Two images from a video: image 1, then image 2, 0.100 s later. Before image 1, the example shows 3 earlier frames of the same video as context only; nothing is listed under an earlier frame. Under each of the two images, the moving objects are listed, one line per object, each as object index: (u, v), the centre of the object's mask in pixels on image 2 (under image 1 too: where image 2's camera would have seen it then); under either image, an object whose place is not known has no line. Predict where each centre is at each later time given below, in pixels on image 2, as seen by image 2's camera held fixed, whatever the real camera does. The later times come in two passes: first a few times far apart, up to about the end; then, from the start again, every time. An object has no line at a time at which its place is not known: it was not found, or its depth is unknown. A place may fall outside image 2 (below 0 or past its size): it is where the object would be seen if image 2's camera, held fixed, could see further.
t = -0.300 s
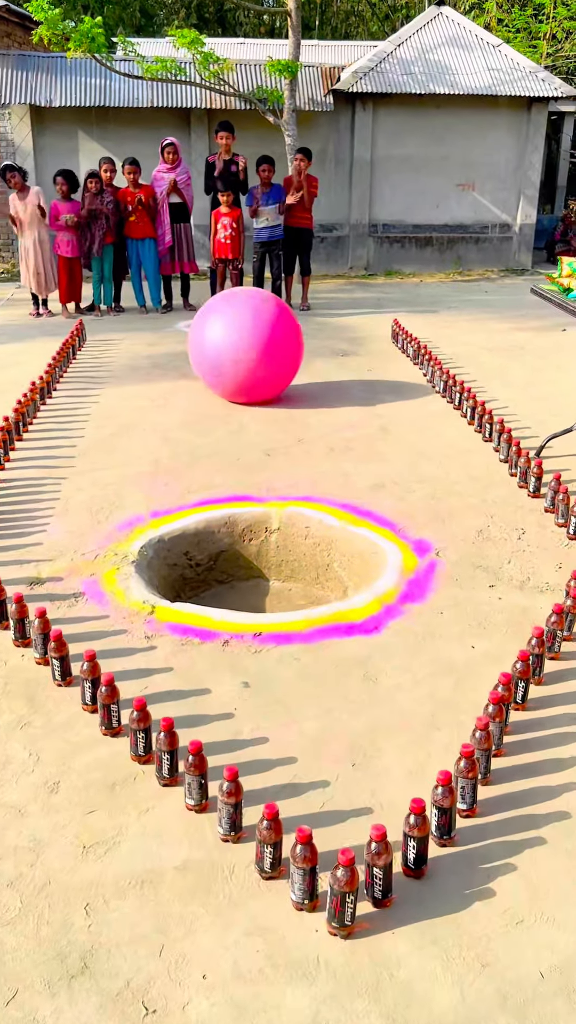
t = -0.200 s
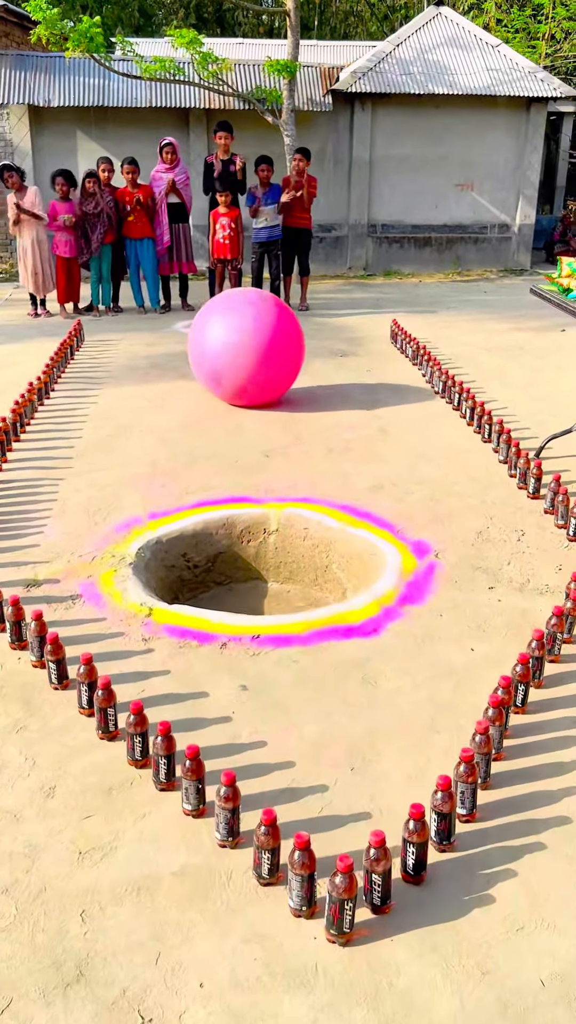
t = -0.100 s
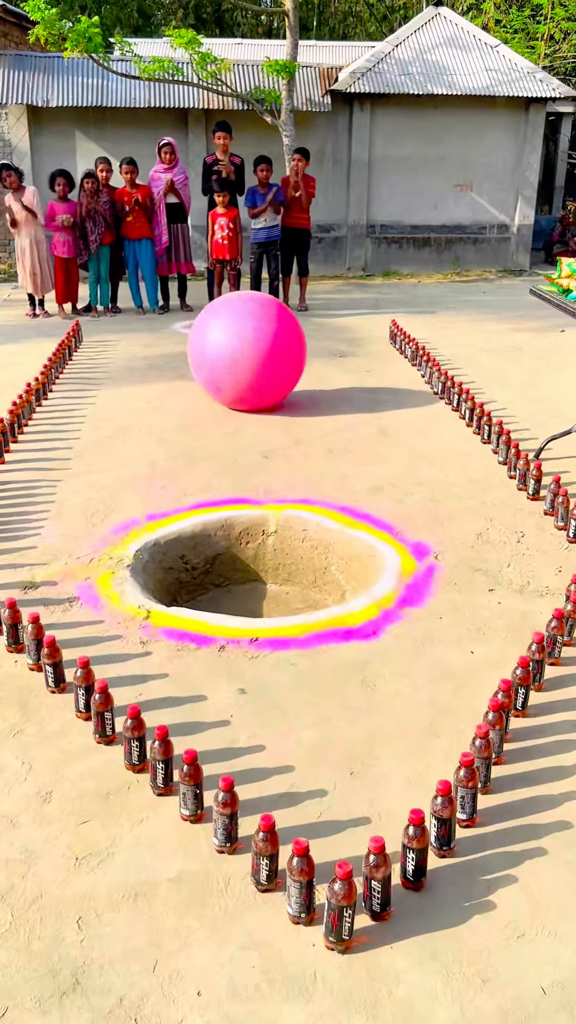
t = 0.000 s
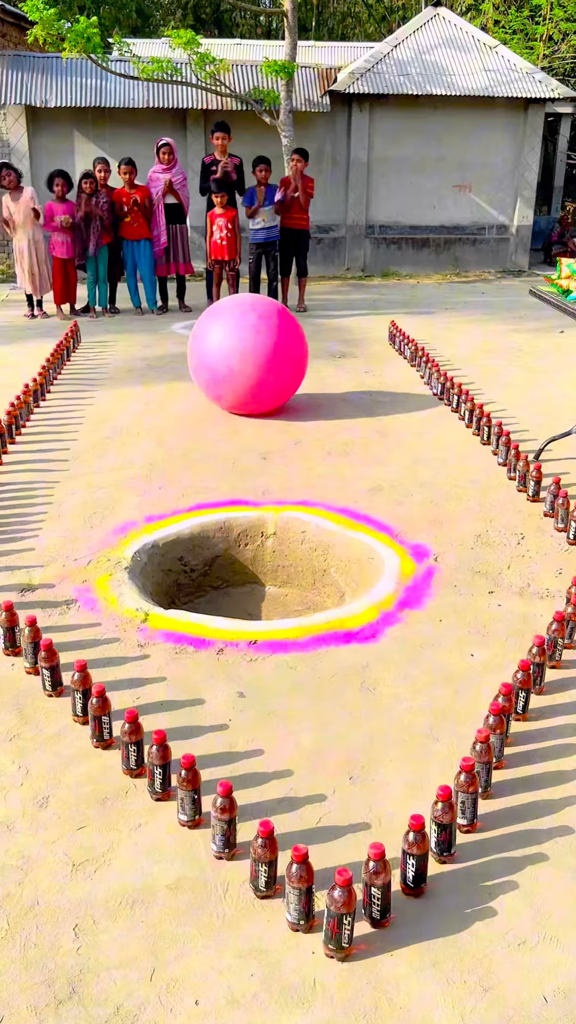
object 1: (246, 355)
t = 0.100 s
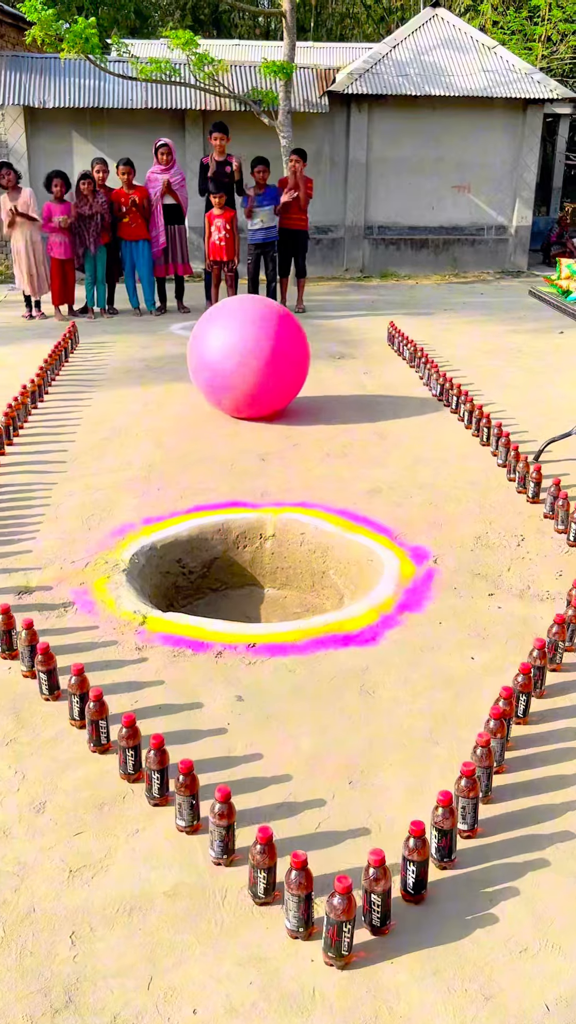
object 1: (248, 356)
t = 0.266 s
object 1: (252, 361)
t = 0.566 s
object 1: (258, 370)
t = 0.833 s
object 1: (266, 378)
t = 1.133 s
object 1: (275, 388)
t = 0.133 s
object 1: (249, 357)
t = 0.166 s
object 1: (250, 359)
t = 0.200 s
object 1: (251, 360)
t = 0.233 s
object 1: (251, 361)
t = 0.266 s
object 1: (252, 361)
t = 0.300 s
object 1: (252, 362)
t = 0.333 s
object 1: (253, 362)
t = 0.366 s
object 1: (253, 363)
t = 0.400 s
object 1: (254, 364)
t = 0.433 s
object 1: (255, 366)
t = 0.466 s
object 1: (256, 367)
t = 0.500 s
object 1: (256, 368)
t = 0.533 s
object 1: (257, 369)
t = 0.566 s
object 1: (258, 370)
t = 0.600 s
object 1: (259, 370)
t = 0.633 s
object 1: (260, 372)
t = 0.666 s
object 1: (261, 373)
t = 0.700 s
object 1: (262, 374)
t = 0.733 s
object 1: (263, 376)
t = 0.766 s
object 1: (264, 377)
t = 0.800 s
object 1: (265, 377)
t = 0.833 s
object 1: (266, 378)
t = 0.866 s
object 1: (267, 378)
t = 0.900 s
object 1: (268, 379)
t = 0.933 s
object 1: (269, 381)
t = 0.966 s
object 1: (270, 382)
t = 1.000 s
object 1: (270, 384)
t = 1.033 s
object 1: (272, 385)
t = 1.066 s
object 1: (272, 386)
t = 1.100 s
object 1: (274, 387)
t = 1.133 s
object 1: (275, 388)
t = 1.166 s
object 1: (276, 389)
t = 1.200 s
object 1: (277, 391)
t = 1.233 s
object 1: (278, 392)
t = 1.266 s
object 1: (280, 394)
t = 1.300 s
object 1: (281, 396)
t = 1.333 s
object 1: (283, 397)
